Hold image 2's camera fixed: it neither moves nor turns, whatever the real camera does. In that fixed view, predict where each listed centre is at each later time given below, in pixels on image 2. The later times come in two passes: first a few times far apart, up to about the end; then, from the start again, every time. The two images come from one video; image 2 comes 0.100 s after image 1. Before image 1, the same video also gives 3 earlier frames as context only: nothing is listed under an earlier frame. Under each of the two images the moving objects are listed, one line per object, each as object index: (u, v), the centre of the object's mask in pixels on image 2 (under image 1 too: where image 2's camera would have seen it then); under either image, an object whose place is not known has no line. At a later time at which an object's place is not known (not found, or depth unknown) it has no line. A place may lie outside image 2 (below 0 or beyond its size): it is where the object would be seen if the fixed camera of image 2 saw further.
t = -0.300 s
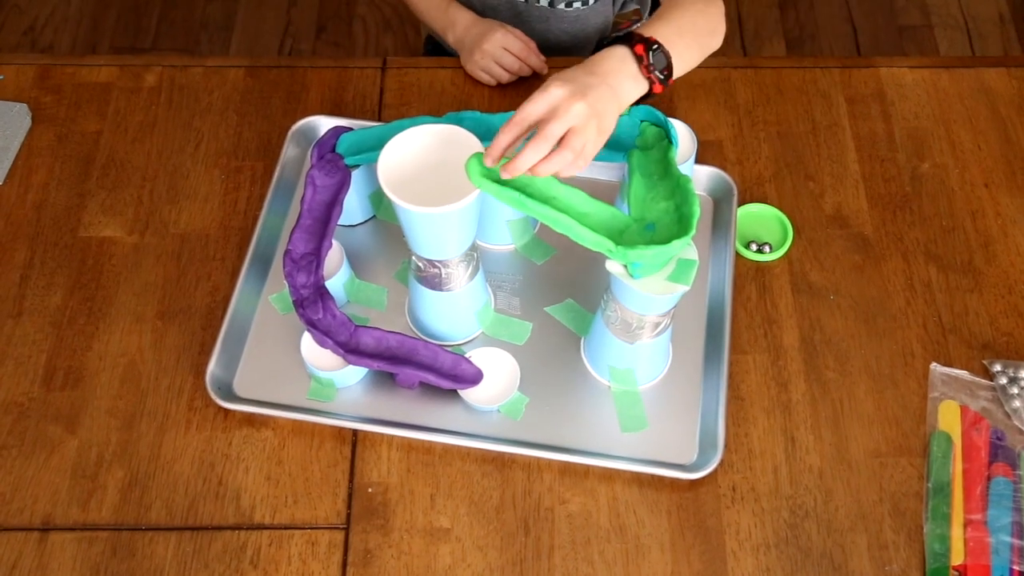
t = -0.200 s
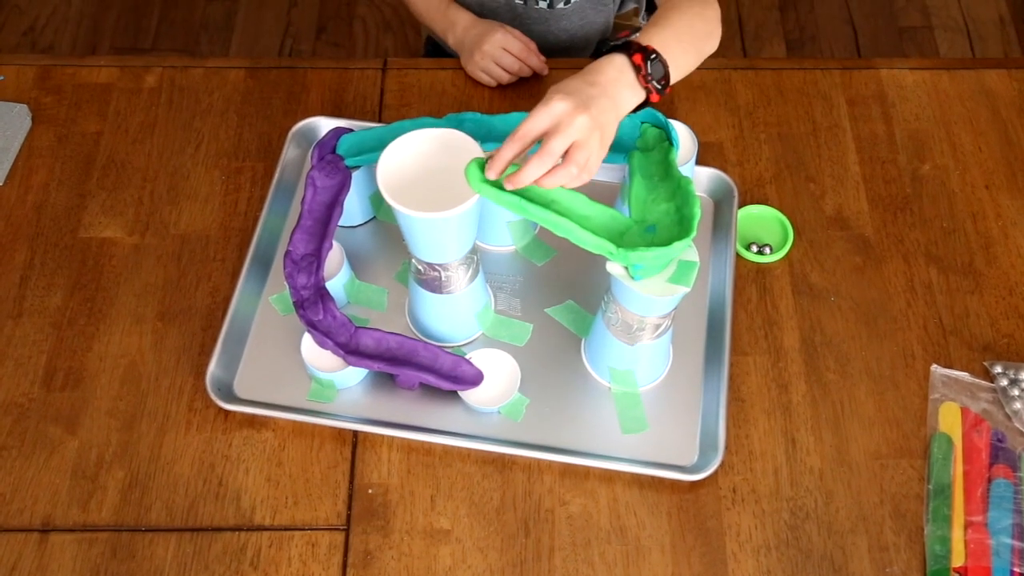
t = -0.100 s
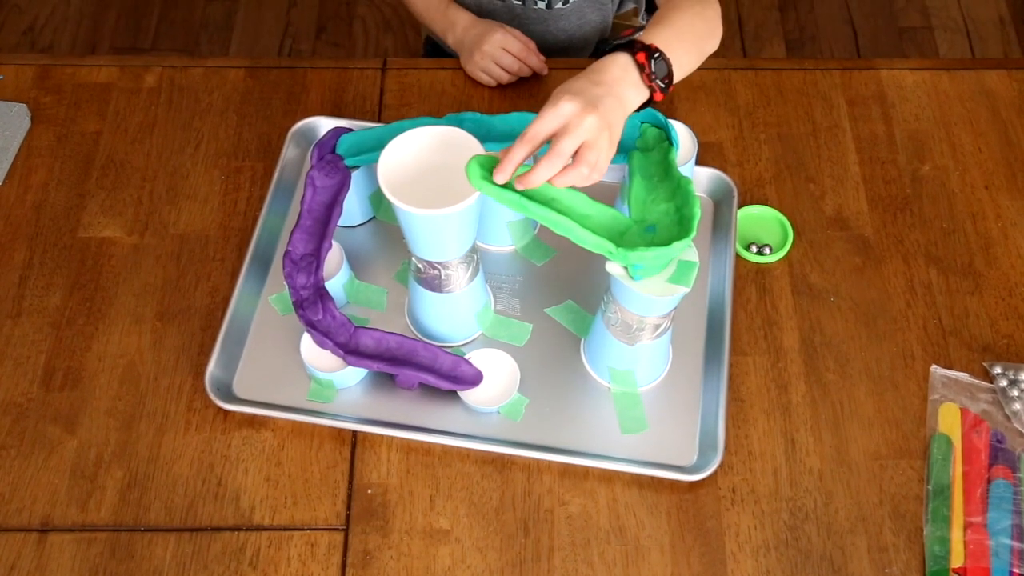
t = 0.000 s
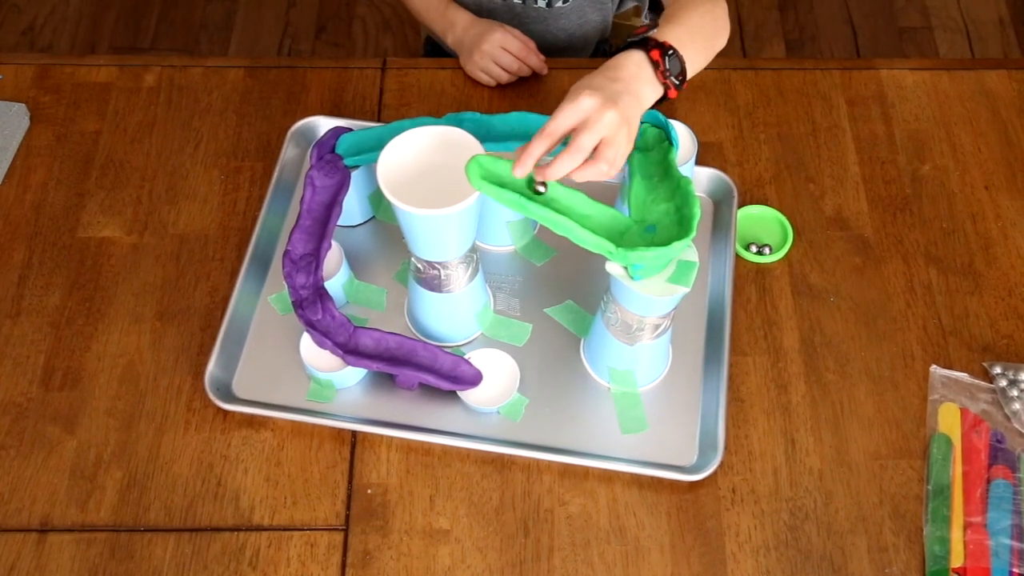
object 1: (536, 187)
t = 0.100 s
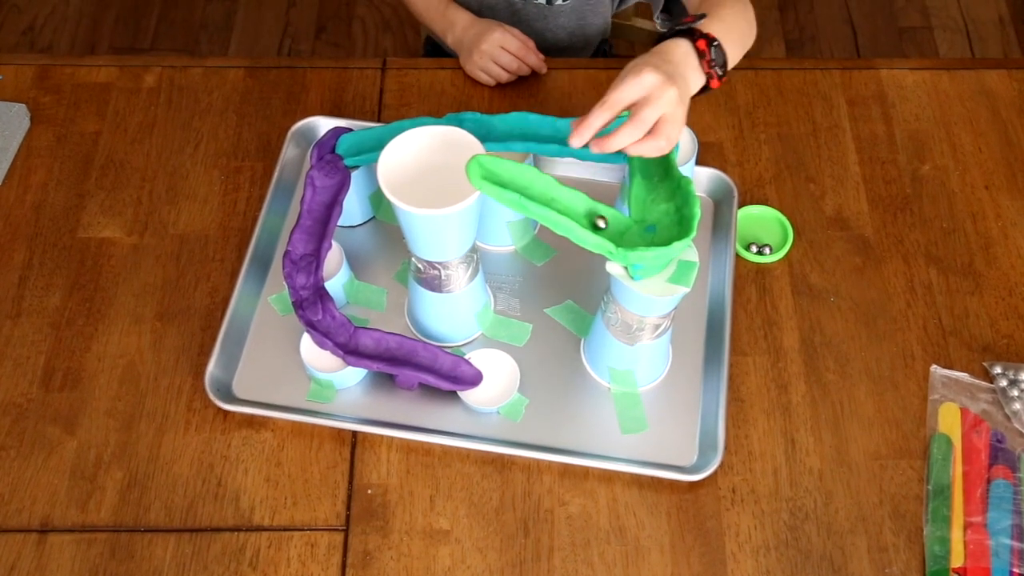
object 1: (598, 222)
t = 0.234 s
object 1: (686, 213)
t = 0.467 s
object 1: (641, 157)
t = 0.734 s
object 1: (607, 142)
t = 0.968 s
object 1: (560, 130)
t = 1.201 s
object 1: (481, 129)
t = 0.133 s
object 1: (624, 237)
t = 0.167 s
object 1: (654, 238)
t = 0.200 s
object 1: (677, 230)
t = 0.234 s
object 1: (686, 213)
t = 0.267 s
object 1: (688, 200)
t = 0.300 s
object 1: (686, 192)
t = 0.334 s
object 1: (678, 186)
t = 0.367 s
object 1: (664, 184)
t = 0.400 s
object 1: (647, 177)
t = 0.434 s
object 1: (644, 164)
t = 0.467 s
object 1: (641, 157)
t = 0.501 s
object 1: (643, 150)
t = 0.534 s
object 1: (648, 145)
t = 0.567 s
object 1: (648, 128)
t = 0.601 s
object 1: (642, 118)
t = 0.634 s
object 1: (632, 120)
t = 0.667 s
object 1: (621, 128)
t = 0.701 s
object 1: (612, 139)
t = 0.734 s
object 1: (607, 142)
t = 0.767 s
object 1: (601, 142)
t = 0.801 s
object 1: (597, 140)
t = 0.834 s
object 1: (592, 138)
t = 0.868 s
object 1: (586, 132)
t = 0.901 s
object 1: (578, 131)
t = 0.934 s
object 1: (569, 130)
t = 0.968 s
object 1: (560, 130)
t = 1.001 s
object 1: (549, 131)
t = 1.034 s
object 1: (539, 130)
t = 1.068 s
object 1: (527, 130)
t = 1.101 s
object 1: (516, 129)
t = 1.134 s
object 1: (504, 128)
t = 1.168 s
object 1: (493, 127)
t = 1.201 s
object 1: (481, 129)
